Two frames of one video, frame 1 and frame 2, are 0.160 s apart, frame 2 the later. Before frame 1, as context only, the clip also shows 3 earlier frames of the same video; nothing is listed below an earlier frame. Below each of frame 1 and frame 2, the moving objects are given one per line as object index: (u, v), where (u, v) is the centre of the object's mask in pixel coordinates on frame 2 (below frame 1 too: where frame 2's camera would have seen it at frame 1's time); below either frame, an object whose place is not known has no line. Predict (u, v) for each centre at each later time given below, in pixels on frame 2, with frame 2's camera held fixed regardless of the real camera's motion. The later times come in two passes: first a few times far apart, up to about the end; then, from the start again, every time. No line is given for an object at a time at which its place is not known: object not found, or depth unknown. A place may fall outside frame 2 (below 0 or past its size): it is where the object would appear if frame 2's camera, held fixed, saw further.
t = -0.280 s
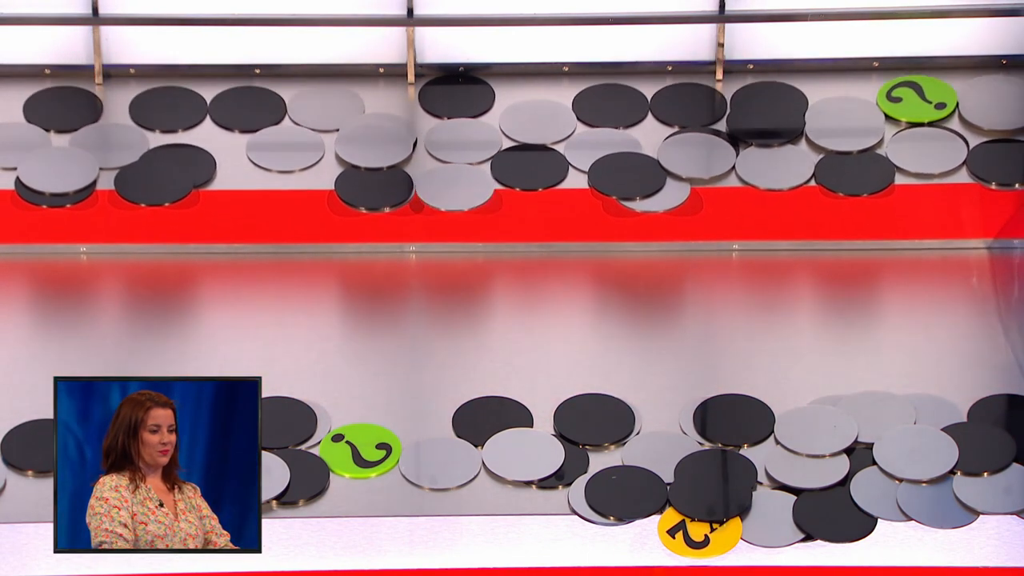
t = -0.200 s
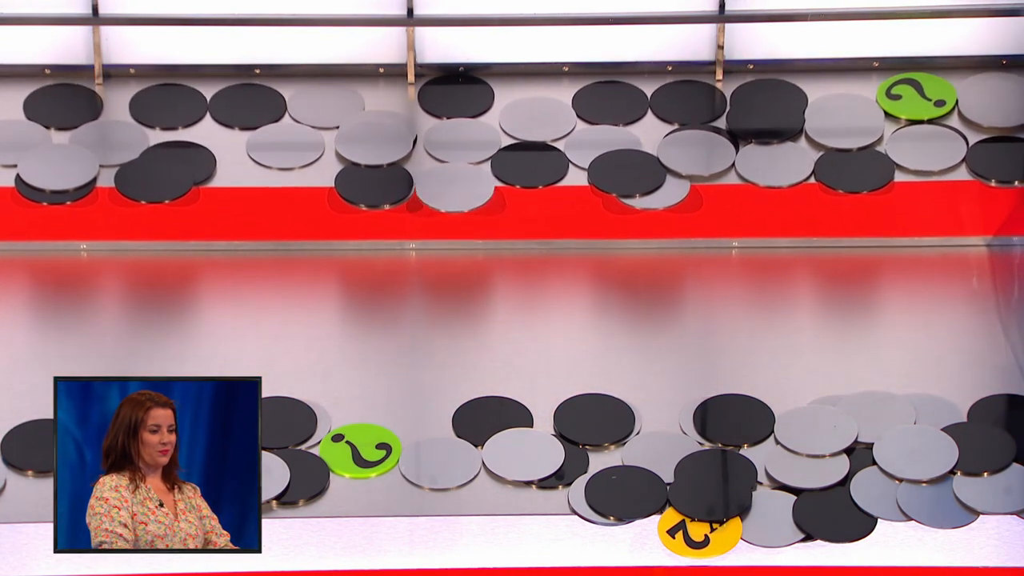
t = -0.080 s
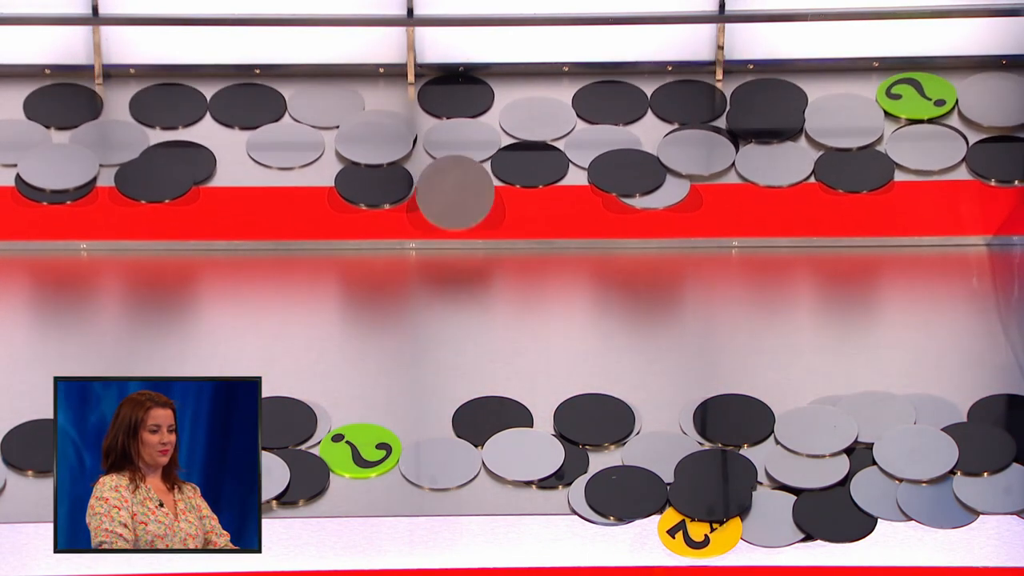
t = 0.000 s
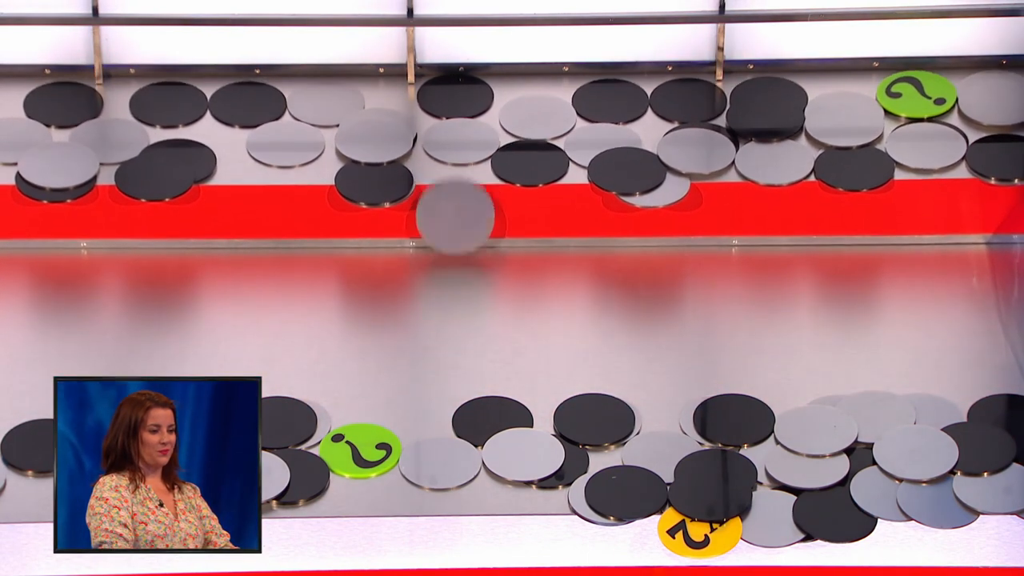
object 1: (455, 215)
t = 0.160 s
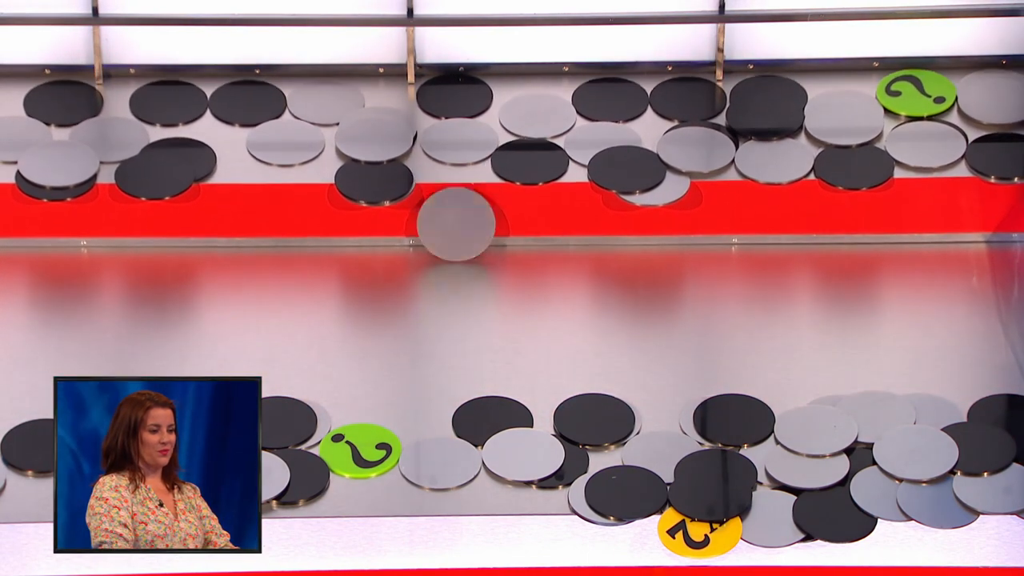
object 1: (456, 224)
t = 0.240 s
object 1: (457, 227)
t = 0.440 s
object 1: (456, 235)
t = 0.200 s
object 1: (456, 225)
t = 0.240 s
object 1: (457, 227)
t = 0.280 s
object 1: (457, 228)
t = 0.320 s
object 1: (457, 228)
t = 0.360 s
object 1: (456, 230)
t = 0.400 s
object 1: (456, 232)
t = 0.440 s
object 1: (456, 235)
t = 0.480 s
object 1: (457, 241)
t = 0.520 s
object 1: (456, 249)
